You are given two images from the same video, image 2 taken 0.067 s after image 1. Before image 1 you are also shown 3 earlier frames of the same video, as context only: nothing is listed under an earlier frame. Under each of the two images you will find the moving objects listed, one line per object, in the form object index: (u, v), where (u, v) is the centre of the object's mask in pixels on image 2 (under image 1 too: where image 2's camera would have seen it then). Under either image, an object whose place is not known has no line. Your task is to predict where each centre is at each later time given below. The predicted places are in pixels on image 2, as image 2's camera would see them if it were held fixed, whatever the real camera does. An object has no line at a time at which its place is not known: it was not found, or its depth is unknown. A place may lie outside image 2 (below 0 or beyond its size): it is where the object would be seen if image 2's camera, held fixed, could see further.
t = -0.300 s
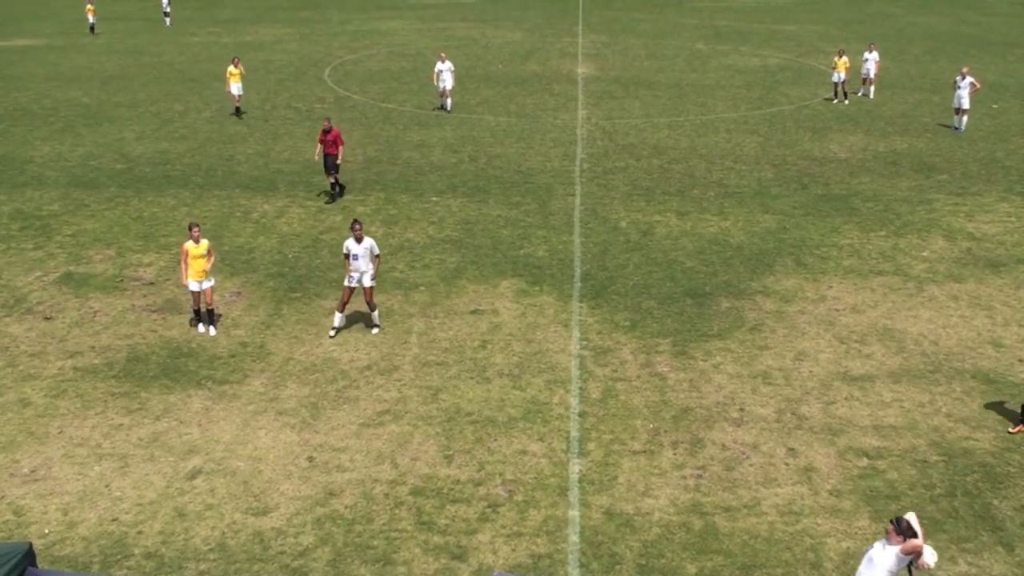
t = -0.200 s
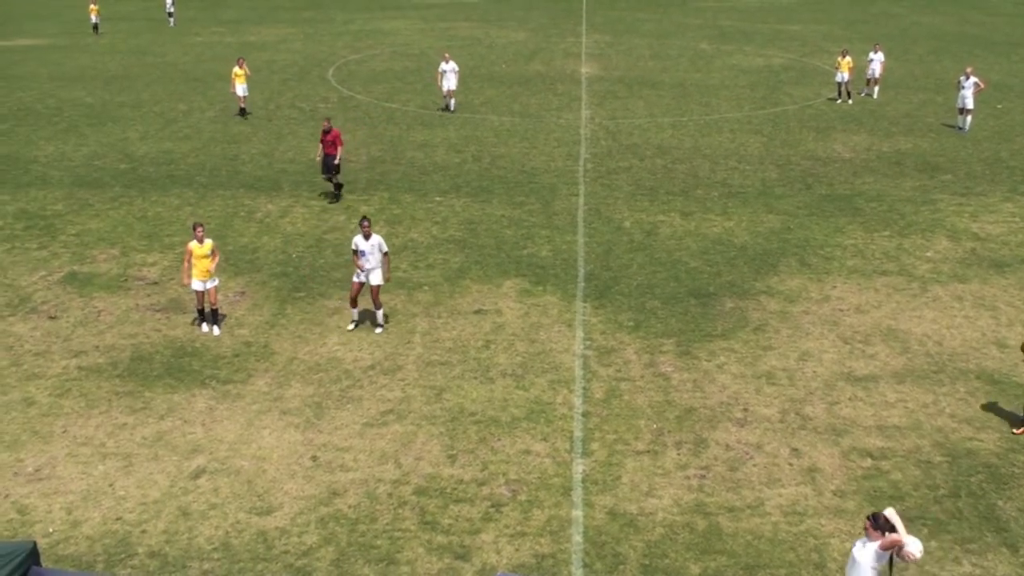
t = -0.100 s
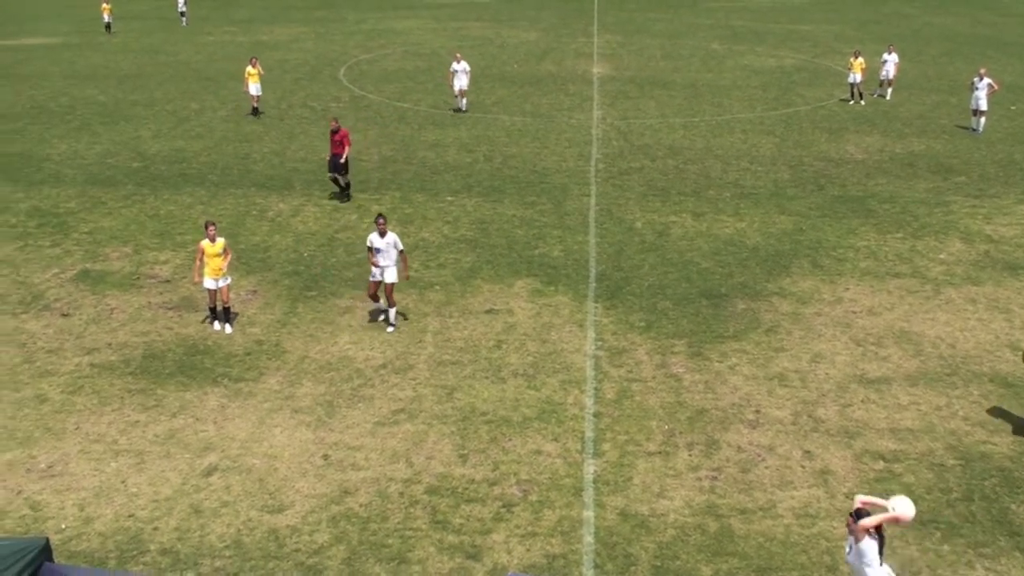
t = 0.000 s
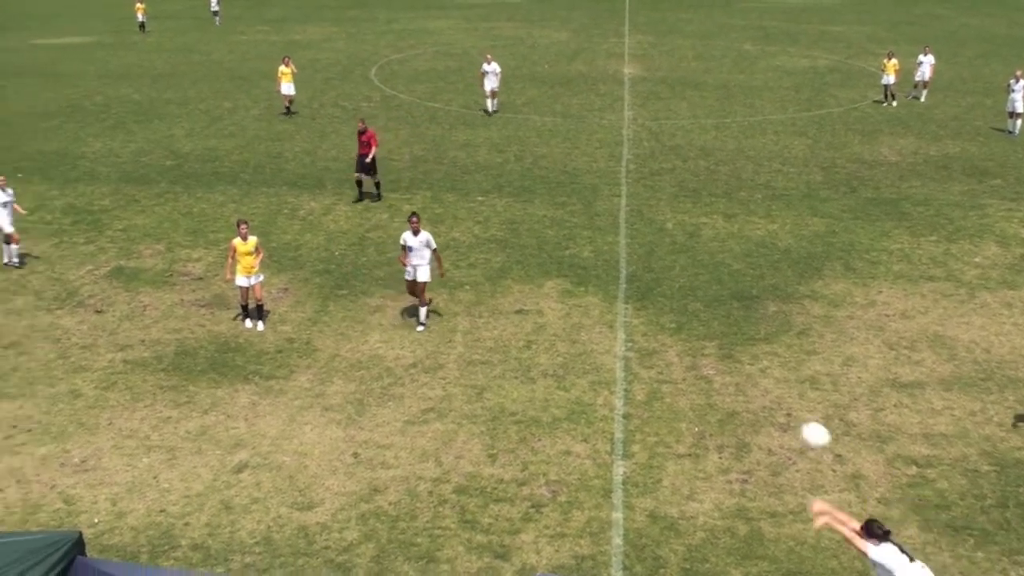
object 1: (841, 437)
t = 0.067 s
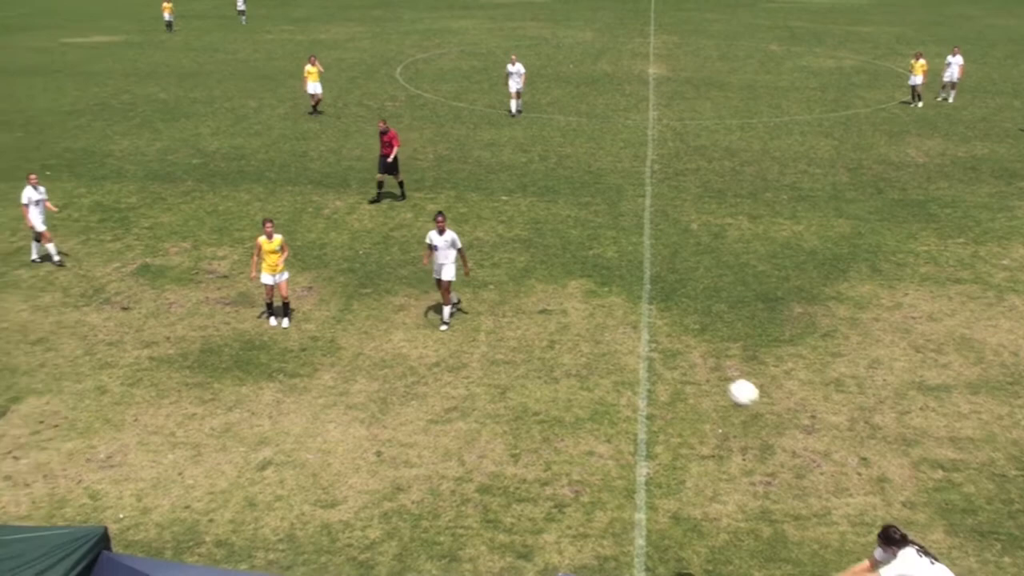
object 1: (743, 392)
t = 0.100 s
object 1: (695, 372)
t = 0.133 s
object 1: (649, 354)
